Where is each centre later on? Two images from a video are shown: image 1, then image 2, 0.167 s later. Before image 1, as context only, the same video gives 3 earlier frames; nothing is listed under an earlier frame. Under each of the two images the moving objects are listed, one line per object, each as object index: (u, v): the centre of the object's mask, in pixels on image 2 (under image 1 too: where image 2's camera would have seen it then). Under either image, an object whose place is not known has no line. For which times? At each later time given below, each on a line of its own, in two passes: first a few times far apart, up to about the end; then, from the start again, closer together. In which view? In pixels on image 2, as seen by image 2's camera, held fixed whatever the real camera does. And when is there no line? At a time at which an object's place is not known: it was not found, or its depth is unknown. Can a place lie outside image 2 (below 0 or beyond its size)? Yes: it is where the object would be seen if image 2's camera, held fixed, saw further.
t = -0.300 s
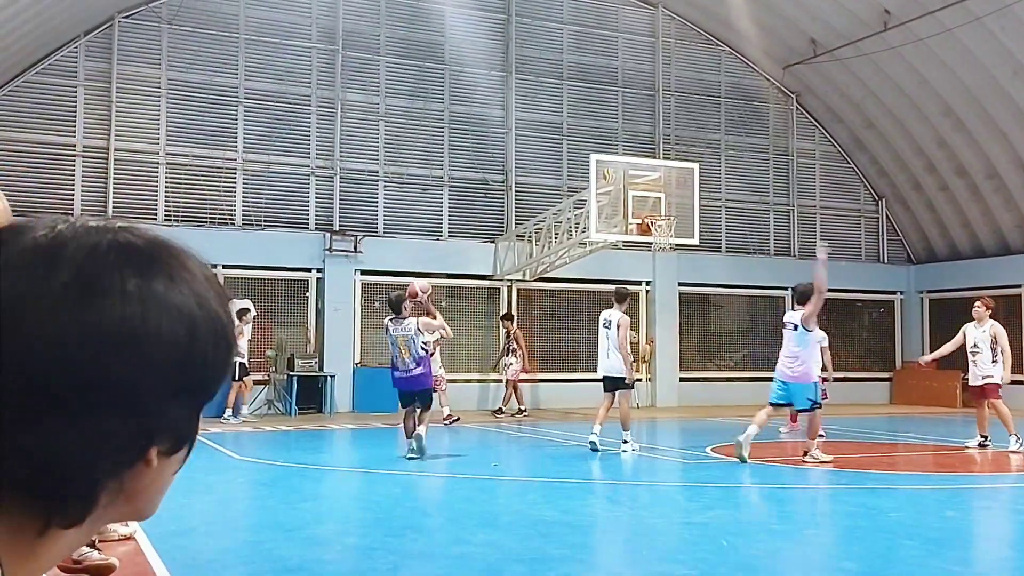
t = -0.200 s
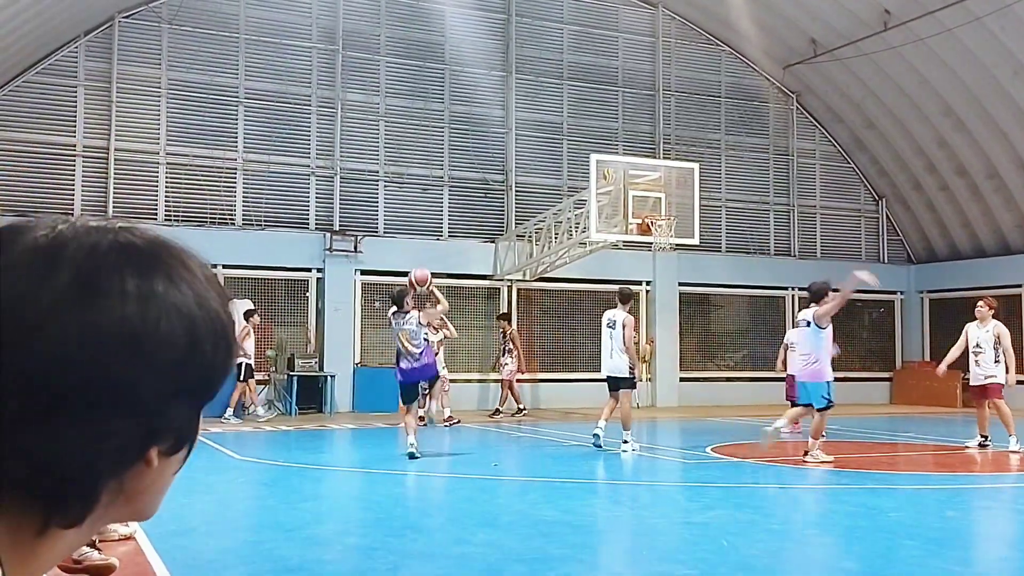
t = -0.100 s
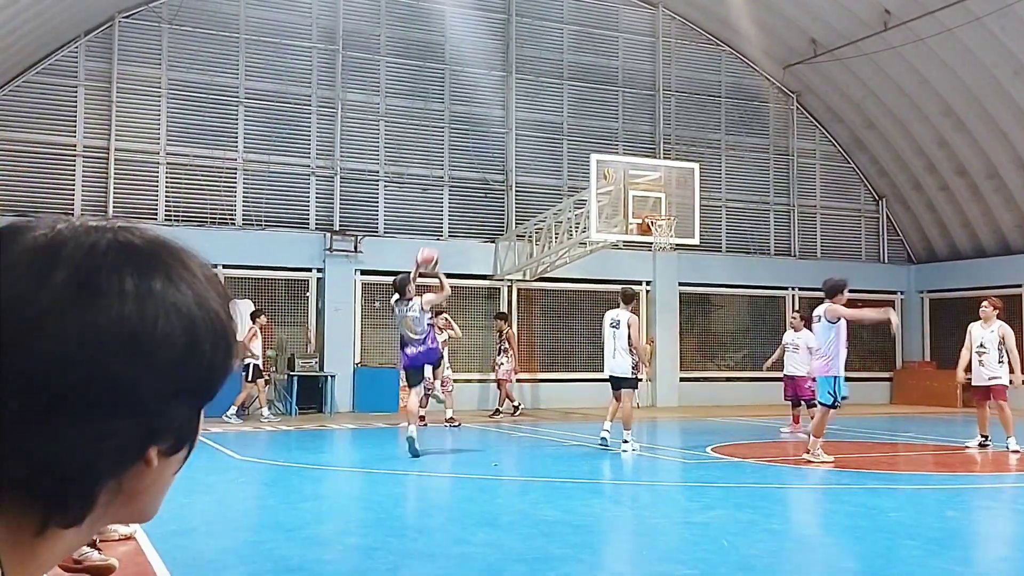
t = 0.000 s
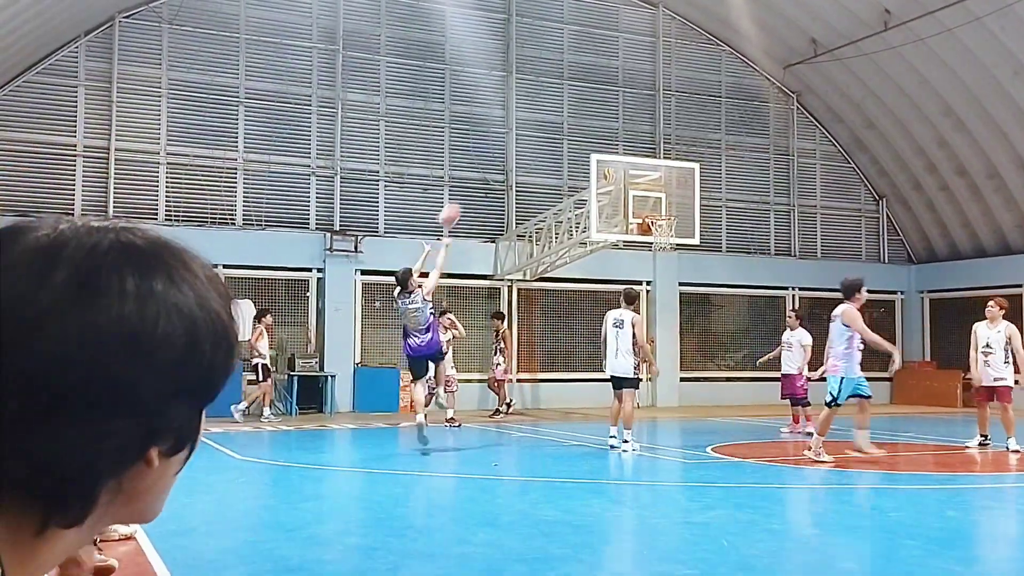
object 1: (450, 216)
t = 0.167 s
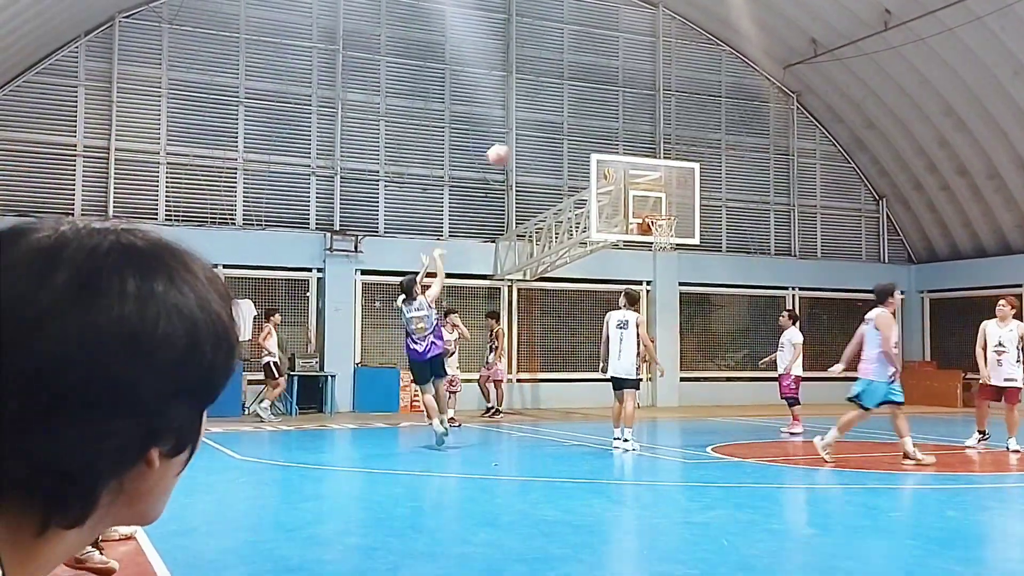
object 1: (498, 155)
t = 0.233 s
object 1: (515, 139)
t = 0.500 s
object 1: (577, 117)
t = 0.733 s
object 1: (623, 143)
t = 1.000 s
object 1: (667, 209)
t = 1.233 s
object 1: (685, 191)
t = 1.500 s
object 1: (733, 193)
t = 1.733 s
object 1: (775, 232)
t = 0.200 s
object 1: (506, 147)
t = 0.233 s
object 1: (515, 139)
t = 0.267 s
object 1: (524, 133)
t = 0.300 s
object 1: (532, 128)
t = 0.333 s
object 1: (540, 124)
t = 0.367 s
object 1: (548, 120)
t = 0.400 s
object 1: (556, 118)
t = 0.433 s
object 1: (563, 117)
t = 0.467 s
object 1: (570, 117)
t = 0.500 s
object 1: (577, 117)
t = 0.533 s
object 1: (584, 119)
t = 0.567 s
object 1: (591, 121)
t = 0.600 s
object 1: (597, 124)
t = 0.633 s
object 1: (605, 128)
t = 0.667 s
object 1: (612, 131)
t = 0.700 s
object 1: (617, 137)
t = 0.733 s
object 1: (623, 143)
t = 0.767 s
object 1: (629, 148)
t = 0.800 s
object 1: (634, 155)
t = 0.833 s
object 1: (640, 164)
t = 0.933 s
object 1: (656, 193)
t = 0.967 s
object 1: (663, 202)
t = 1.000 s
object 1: (667, 209)
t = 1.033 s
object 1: (661, 211)
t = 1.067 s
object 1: (655, 211)
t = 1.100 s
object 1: (660, 208)
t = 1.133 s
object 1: (666, 203)
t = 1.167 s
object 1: (673, 197)
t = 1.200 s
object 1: (679, 194)
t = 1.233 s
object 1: (685, 191)
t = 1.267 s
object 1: (690, 189)
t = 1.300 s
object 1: (698, 187)
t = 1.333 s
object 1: (704, 186)
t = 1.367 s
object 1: (709, 186)
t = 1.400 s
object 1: (716, 187)
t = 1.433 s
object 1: (722, 189)
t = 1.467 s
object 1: (728, 190)
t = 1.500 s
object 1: (733, 193)
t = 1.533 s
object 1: (737, 197)
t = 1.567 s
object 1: (746, 200)
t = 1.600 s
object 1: (752, 205)
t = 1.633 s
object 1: (758, 211)
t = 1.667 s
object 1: (763, 217)
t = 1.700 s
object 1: (769, 224)
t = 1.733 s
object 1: (775, 232)
